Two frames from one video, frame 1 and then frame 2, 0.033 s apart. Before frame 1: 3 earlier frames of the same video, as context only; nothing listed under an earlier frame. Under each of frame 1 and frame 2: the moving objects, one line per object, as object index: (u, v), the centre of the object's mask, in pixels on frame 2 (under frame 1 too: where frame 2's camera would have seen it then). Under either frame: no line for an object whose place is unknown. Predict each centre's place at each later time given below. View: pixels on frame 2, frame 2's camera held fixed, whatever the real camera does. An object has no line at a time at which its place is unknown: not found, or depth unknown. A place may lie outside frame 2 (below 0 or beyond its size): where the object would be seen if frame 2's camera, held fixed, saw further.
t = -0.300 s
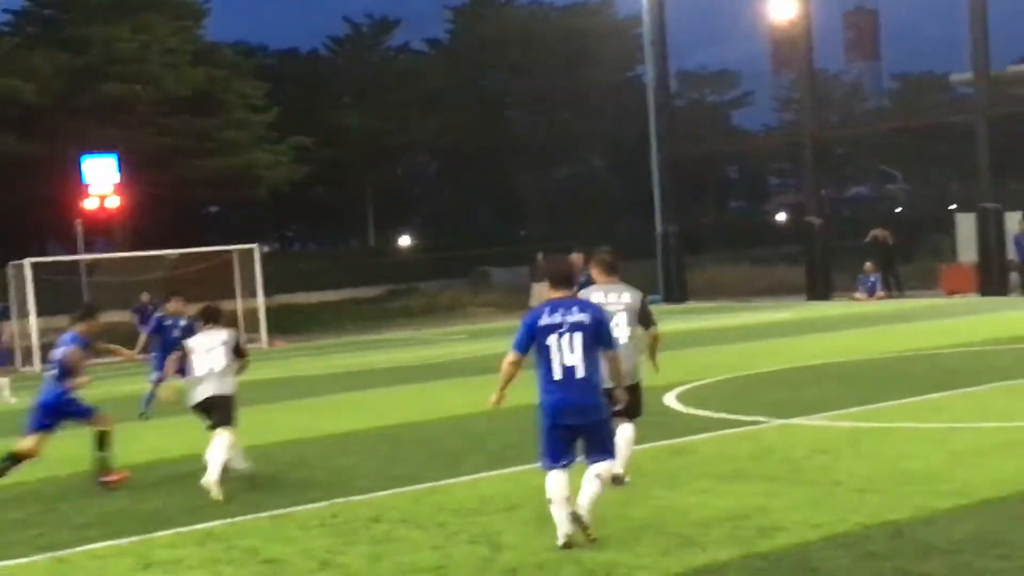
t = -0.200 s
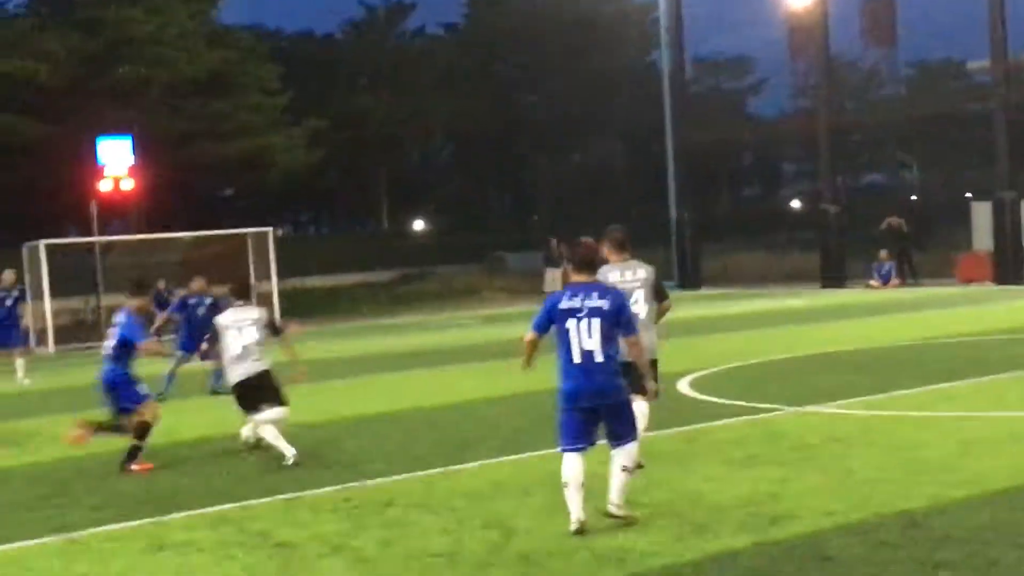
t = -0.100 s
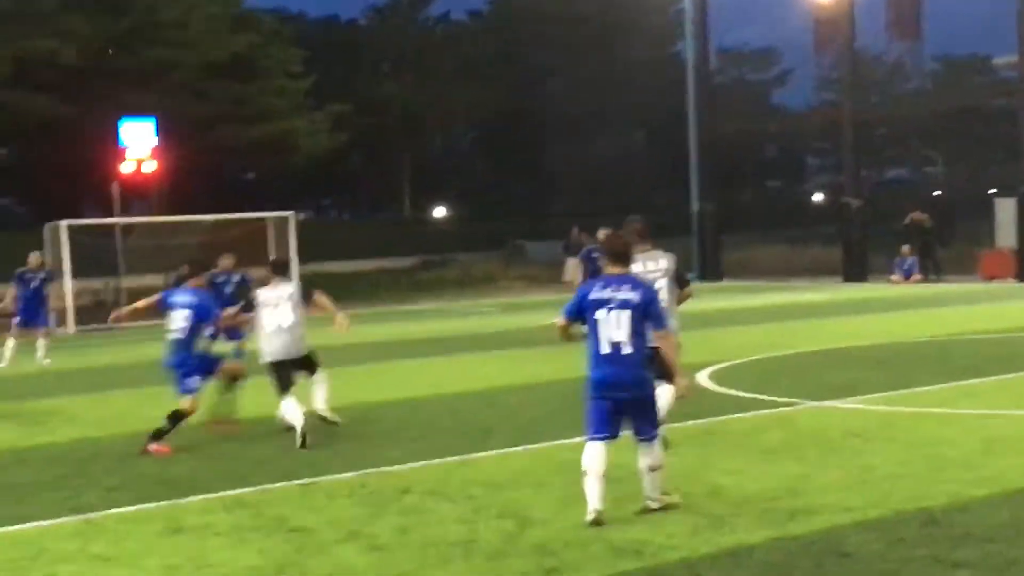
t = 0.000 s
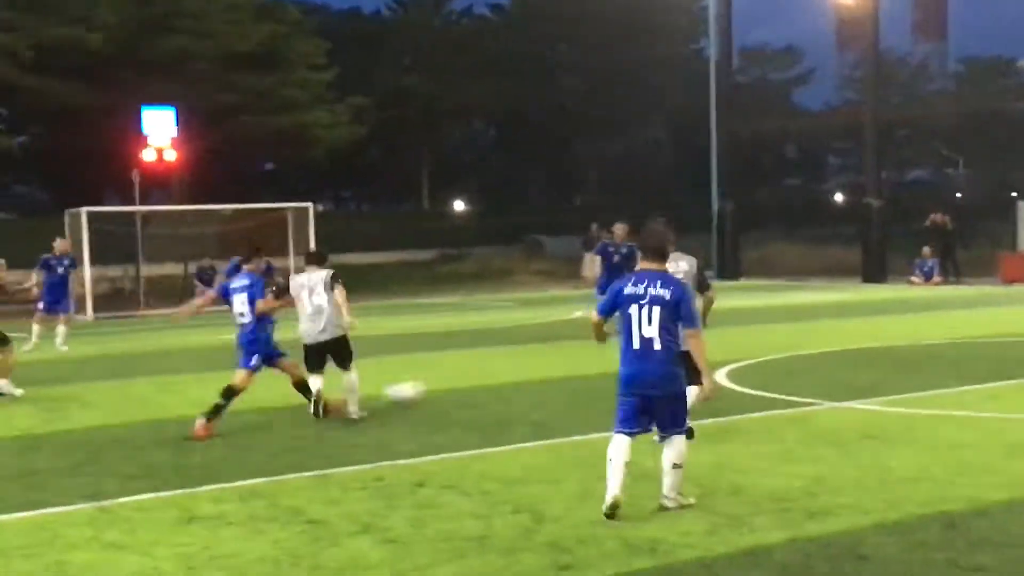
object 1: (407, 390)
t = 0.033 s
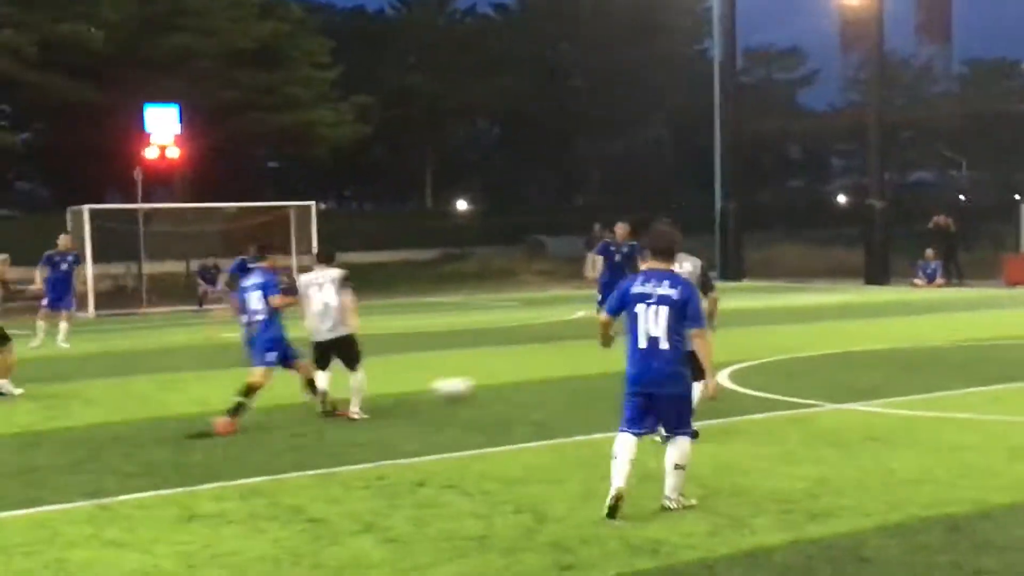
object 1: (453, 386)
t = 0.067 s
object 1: (497, 383)
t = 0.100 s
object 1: (539, 380)
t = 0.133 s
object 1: (581, 379)
